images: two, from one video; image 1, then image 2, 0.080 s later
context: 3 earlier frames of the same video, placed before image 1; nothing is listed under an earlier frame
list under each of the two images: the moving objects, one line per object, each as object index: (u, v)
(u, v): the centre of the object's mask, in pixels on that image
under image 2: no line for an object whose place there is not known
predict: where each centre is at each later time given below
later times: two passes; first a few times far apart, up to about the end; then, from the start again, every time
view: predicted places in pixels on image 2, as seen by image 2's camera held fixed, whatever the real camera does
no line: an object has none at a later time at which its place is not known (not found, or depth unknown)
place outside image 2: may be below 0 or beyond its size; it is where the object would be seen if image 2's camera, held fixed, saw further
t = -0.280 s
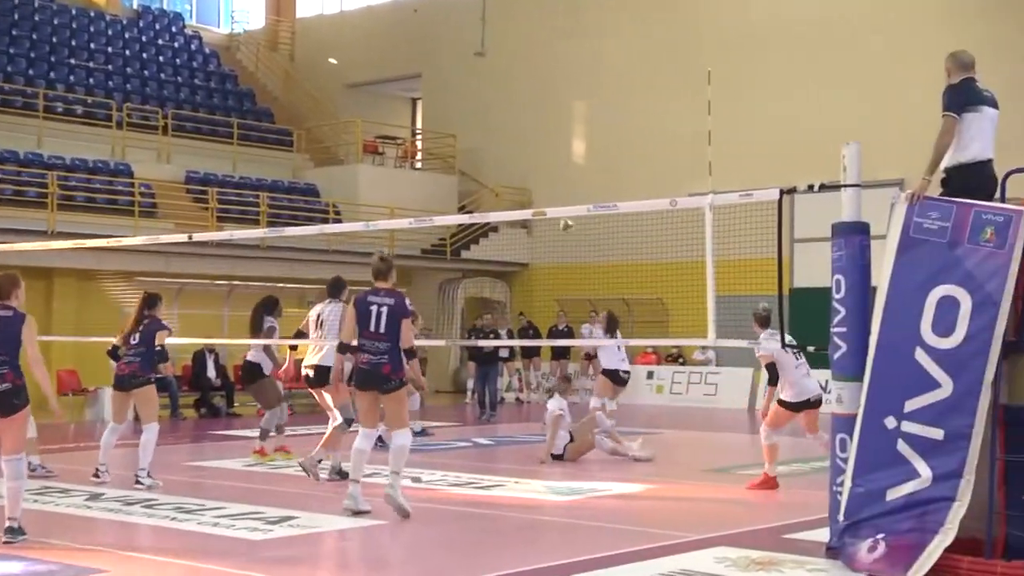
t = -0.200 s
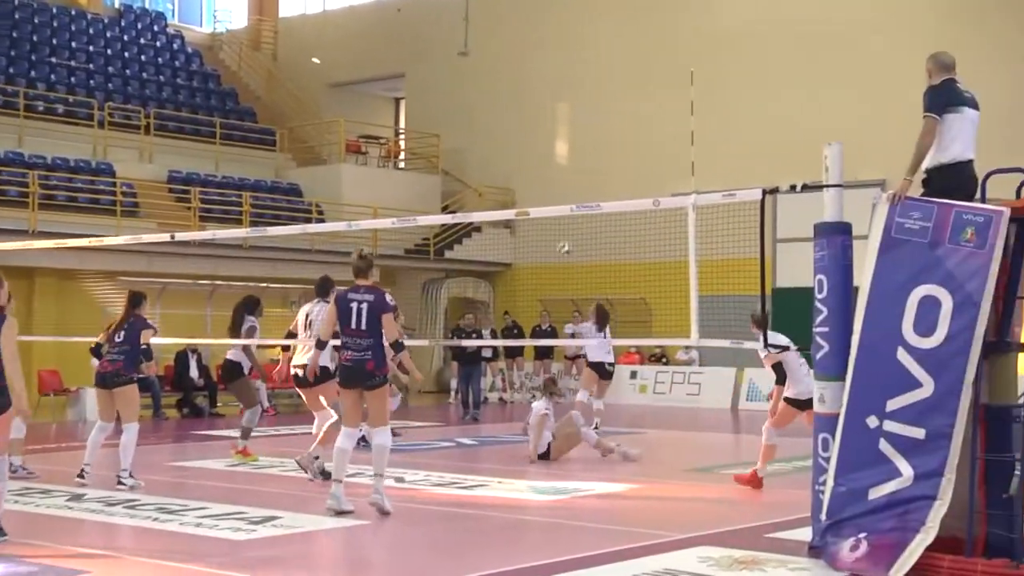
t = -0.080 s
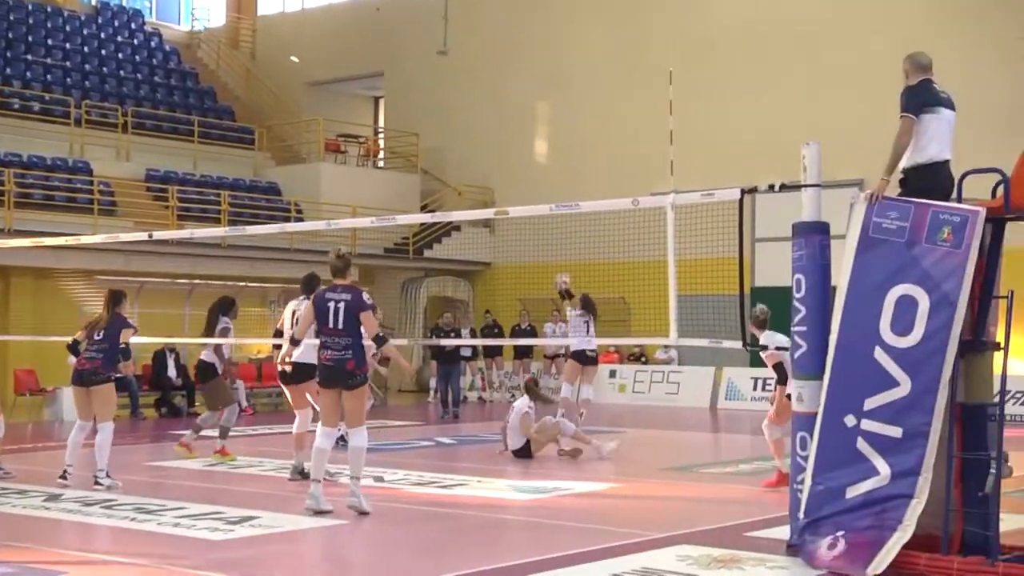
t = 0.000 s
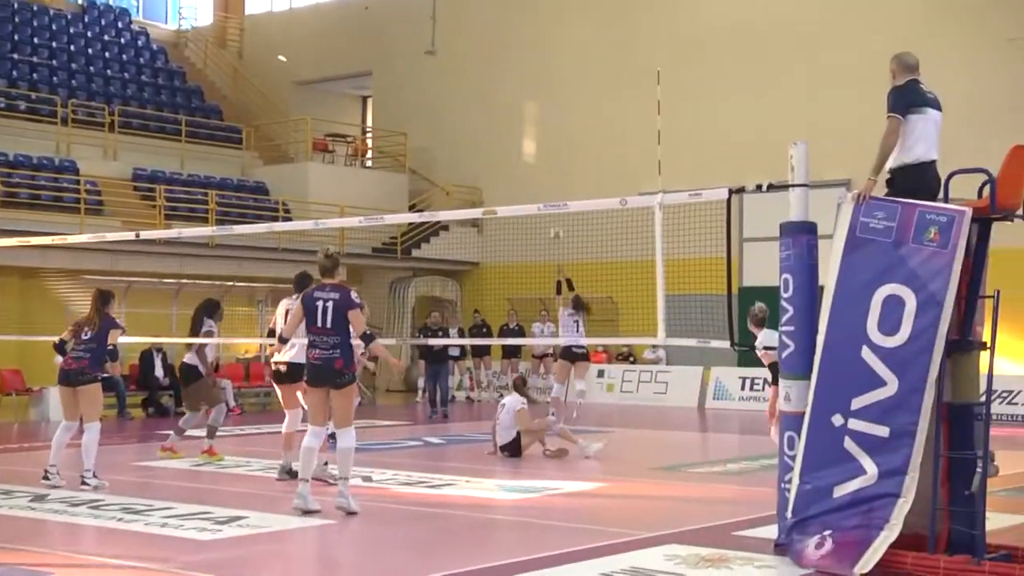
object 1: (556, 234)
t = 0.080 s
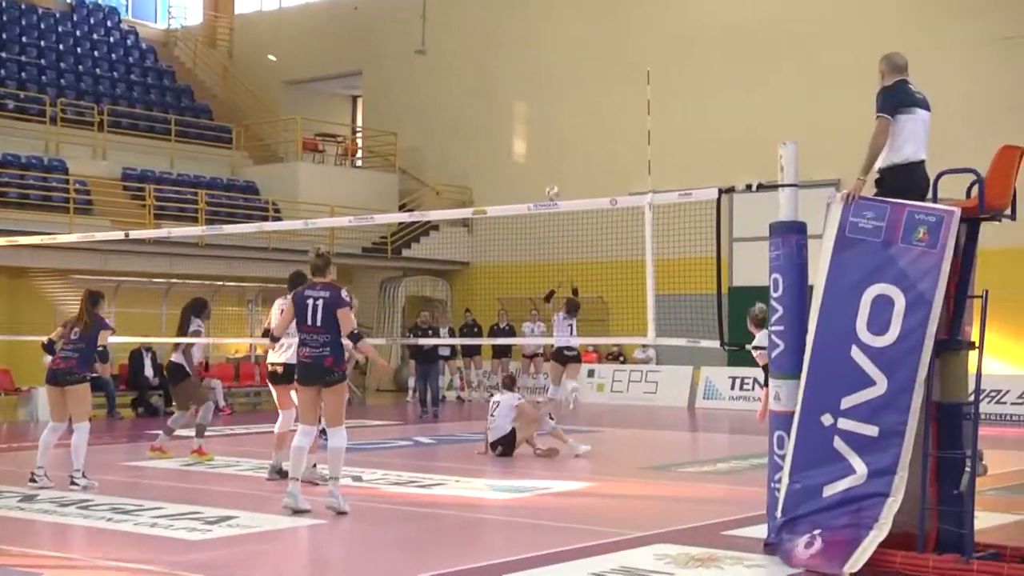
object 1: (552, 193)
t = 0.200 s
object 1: (561, 137)
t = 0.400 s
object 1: (576, 67)
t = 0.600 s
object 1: (591, 22)
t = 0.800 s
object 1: (607, 10)
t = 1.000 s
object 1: (625, 33)
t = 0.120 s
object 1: (555, 174)
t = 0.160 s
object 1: (558, 156)
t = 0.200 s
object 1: (561, 137)
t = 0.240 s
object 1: (564, 121)
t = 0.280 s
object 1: (567, 107)
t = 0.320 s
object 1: (569, 93)
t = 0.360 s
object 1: (573, 78)
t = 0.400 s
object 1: (576, 67)
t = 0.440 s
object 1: (579, 55)
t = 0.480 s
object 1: (582, 45)
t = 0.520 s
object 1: (586, 37)
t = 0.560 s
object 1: (588, 29)
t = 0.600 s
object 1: (591, 22)
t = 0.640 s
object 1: (594, 18)
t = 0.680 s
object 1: (597, 12)
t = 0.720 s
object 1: (600, 11)
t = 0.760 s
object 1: (604, 10)
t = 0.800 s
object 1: (607, 10)
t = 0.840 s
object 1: (610, 11)
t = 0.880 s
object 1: (614, 14)
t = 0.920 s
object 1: (618, 19)
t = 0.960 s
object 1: (621, 26)
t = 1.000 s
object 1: (625, 33)
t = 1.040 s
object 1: (628, 43)
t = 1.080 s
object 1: (631, 54)
